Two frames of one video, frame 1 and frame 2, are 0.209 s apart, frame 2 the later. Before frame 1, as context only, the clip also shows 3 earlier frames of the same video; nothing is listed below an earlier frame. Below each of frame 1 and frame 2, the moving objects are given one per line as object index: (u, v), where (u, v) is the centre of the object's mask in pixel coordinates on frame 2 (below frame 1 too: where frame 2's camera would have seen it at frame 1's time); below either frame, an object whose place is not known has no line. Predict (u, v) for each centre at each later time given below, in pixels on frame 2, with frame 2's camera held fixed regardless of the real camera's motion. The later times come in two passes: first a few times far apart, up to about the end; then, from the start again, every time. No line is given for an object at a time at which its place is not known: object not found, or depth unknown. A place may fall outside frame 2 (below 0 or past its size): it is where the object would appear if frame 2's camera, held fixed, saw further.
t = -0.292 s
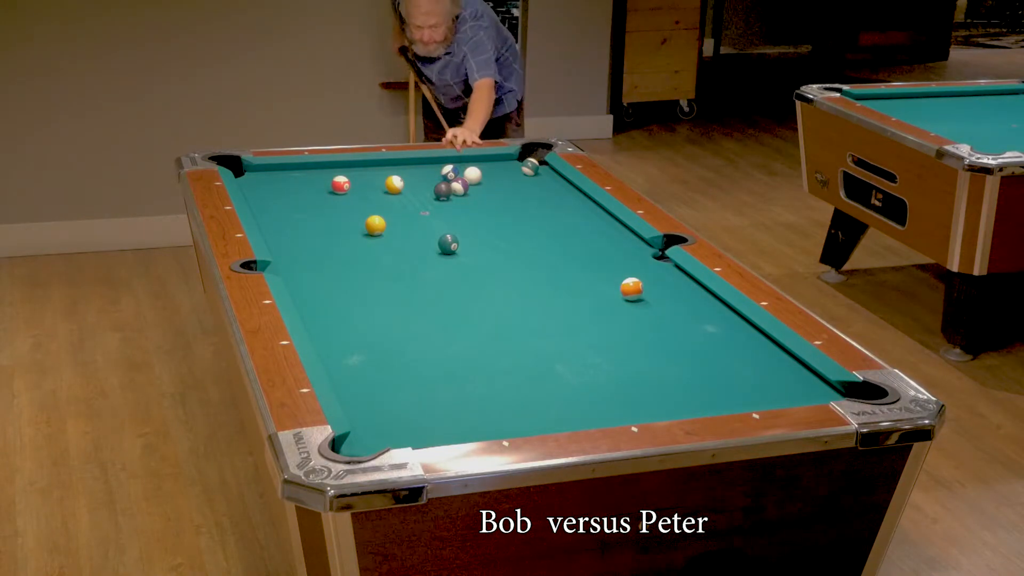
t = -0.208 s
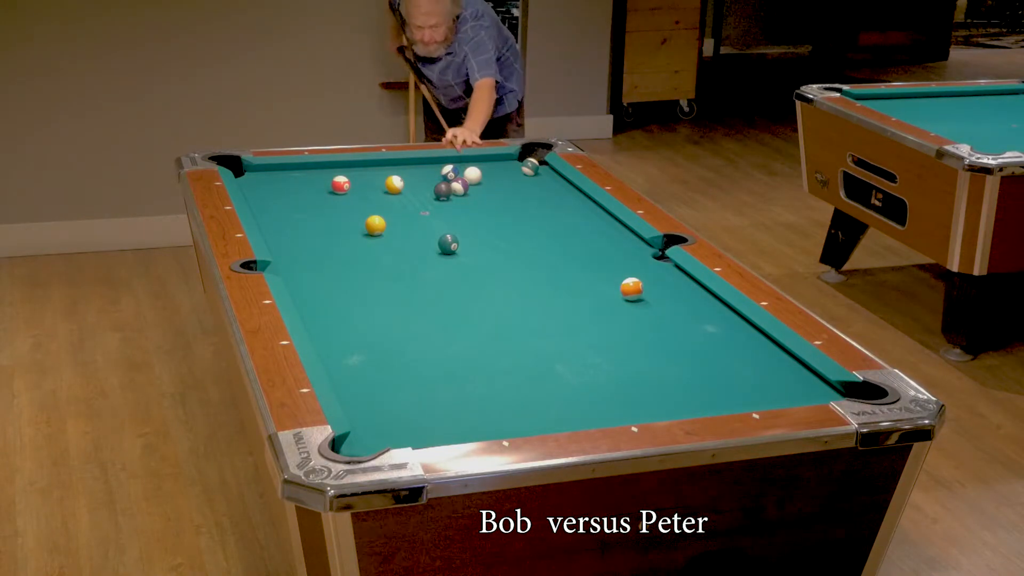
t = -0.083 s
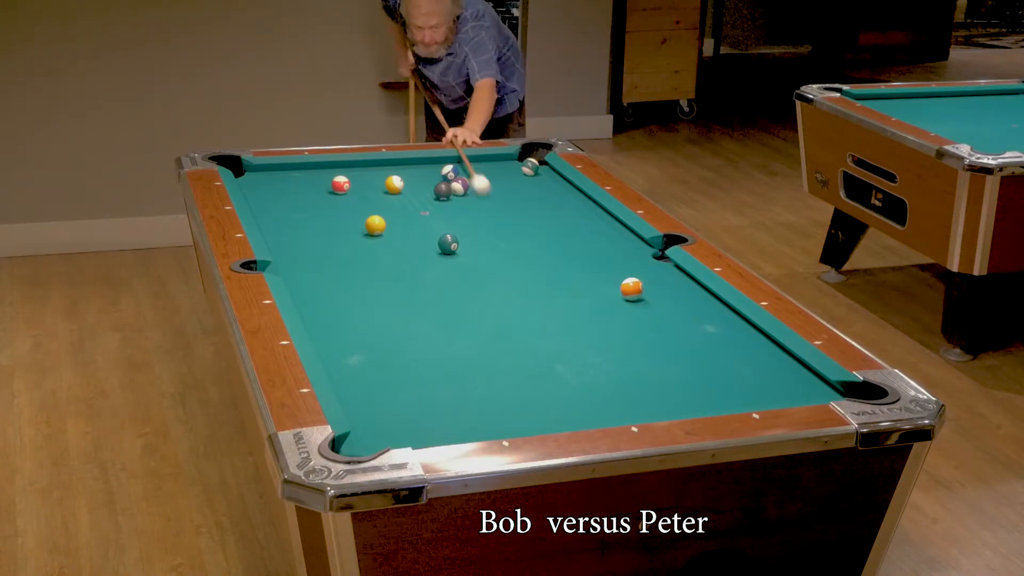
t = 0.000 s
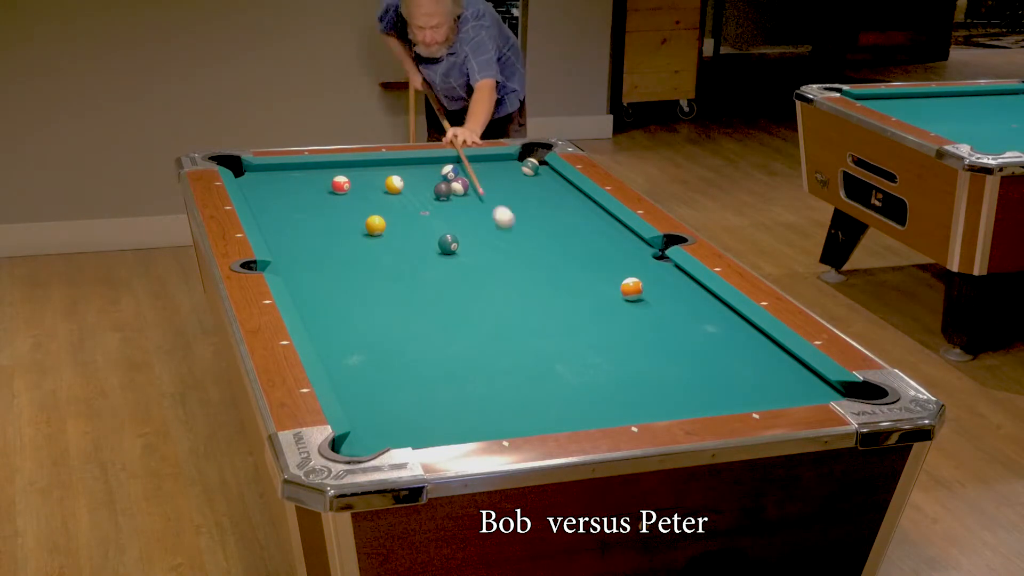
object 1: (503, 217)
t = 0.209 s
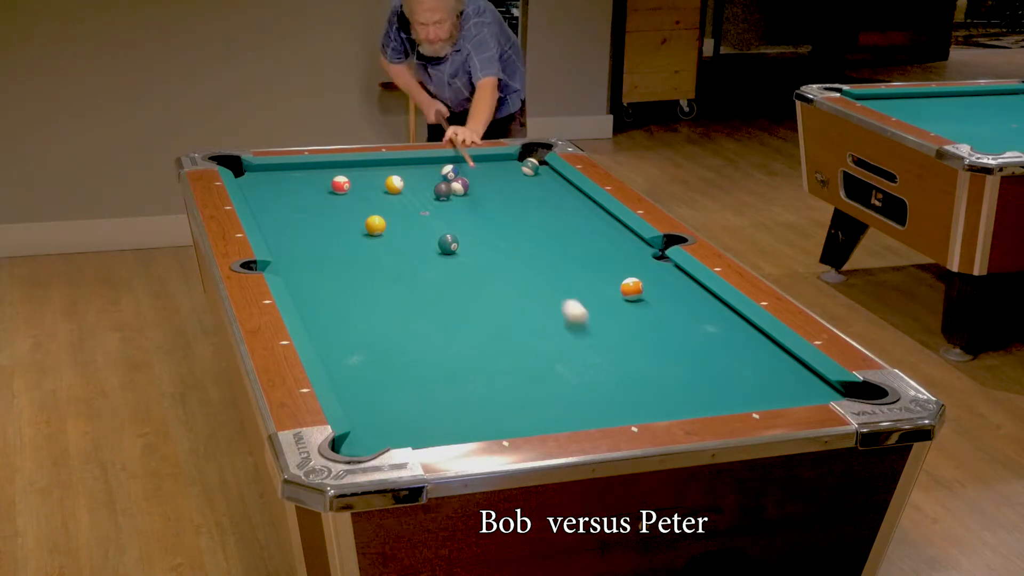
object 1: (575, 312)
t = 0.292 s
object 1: (611, 361)
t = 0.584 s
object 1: (578, 340)
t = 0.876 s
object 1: (520, 279)
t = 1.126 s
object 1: (480, 237)
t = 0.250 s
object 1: (592, 335)
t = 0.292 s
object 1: (611, 361)
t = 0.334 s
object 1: (633, 391)
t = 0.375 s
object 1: (645, 407)
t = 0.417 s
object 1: (629, 394)
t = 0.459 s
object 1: (614, 379)
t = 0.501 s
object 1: (600, 365)
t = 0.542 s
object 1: (589, 352)
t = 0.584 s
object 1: (578, 340)
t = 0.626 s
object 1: (568, 330)
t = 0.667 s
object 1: (560, 321)
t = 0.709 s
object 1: (551, 312)
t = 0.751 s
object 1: (543, 303)
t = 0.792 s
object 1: (535, 295)
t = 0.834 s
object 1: (527, 287)
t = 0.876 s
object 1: (520, 279)
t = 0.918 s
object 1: (513, 271)
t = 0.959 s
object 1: (506, 264)
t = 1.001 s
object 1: (499, 257)
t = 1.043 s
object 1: (493, 250)
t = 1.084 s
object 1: (486, 243)
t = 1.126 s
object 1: (480, 237)
